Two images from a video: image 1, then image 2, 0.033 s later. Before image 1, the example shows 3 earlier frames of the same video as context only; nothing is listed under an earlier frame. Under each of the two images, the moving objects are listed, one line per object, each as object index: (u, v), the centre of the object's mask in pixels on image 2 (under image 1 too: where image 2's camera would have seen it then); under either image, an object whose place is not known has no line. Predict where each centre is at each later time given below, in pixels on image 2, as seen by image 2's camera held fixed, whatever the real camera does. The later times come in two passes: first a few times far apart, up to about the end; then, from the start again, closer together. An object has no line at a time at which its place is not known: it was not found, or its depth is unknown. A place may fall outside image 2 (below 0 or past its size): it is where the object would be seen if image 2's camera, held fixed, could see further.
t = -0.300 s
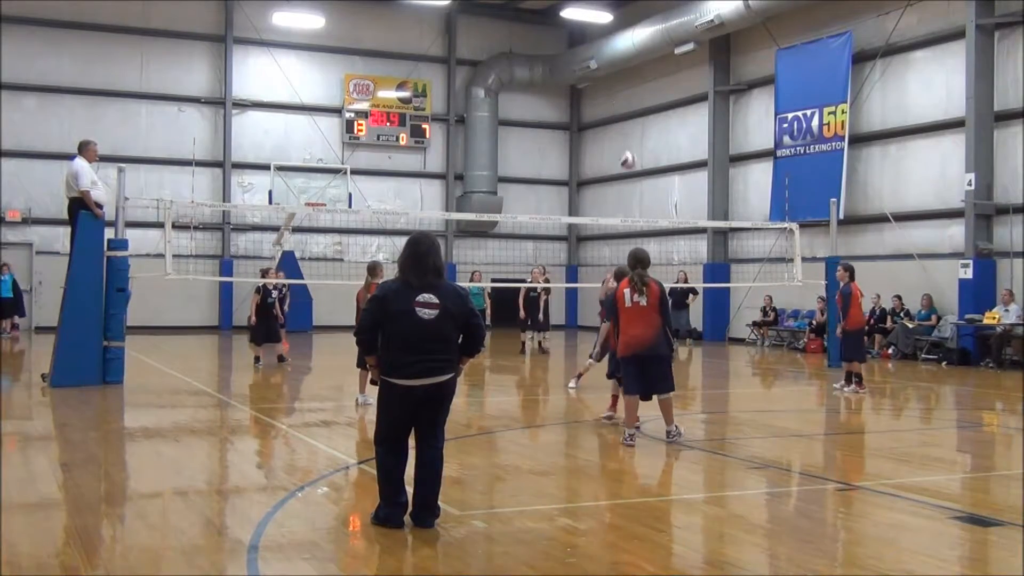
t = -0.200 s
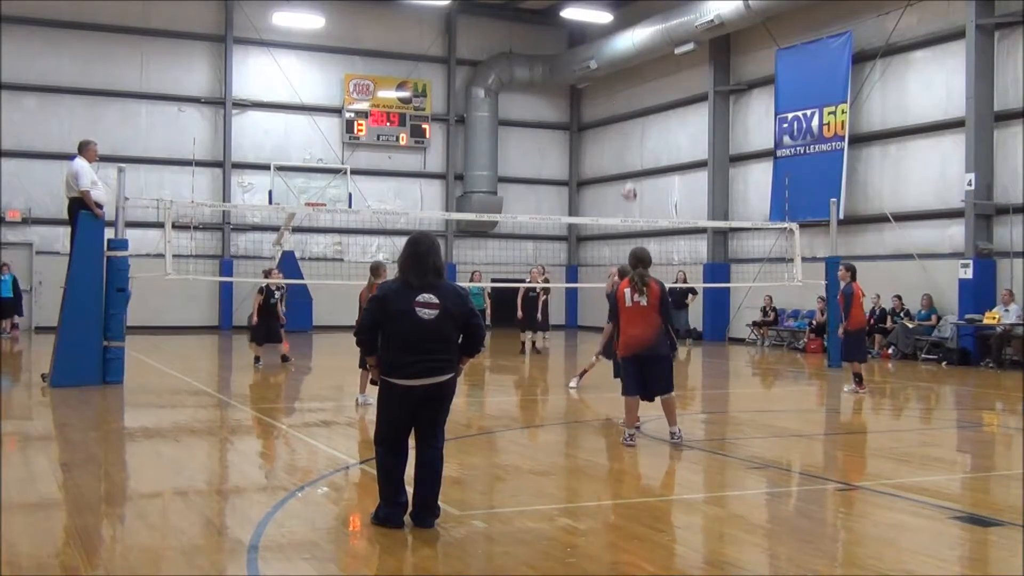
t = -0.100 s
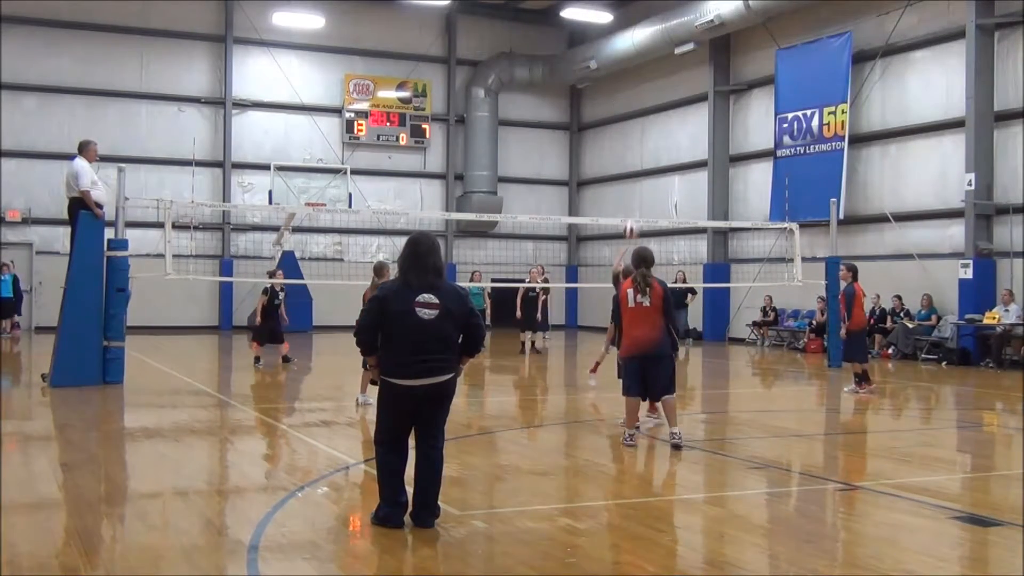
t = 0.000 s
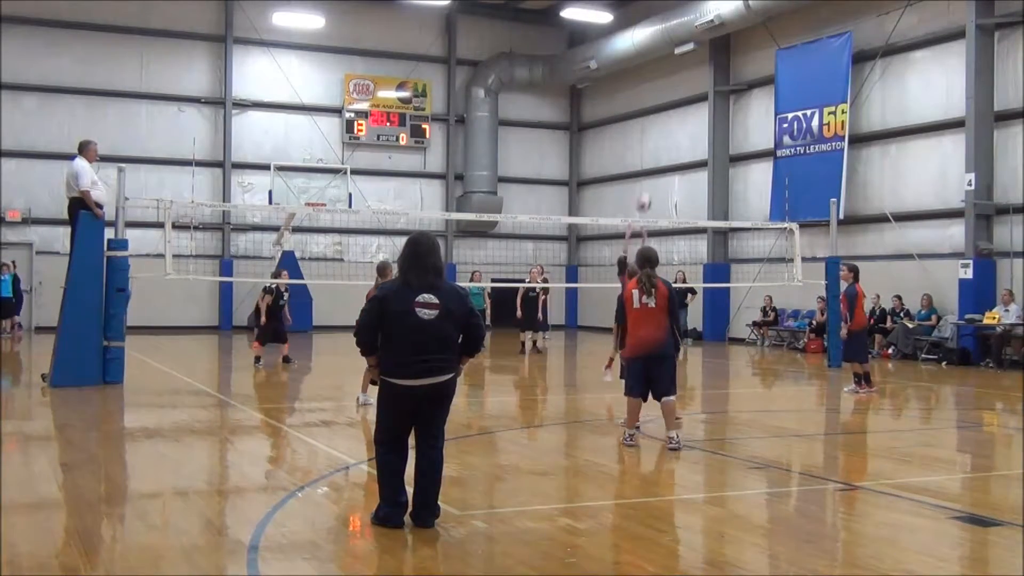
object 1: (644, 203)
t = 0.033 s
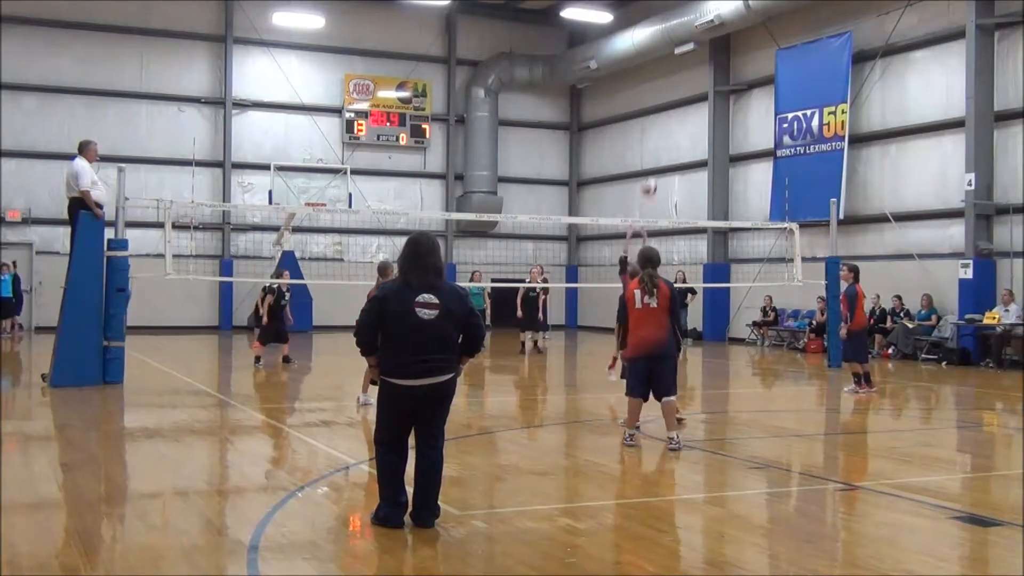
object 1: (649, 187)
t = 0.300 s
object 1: (694, 96)
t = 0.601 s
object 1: (742, 62)
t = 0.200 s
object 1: (677, 123)
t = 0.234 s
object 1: (683, 113)
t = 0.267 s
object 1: (688, 104)
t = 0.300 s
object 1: (694, 96)
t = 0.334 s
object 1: (700, 88)
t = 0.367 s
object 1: (705, 81)
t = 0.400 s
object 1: (711, 76)
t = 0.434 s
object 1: (716, 72)
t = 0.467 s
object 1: (721, 69)
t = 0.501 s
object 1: (726, 66)
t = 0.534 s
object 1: (731, 64)
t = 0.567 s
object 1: (737, 63)
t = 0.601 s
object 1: (742, 62)
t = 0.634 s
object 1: (747, 63)
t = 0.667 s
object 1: (752, 64)
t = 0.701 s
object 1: (757, 66)
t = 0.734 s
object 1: (762, 69)
